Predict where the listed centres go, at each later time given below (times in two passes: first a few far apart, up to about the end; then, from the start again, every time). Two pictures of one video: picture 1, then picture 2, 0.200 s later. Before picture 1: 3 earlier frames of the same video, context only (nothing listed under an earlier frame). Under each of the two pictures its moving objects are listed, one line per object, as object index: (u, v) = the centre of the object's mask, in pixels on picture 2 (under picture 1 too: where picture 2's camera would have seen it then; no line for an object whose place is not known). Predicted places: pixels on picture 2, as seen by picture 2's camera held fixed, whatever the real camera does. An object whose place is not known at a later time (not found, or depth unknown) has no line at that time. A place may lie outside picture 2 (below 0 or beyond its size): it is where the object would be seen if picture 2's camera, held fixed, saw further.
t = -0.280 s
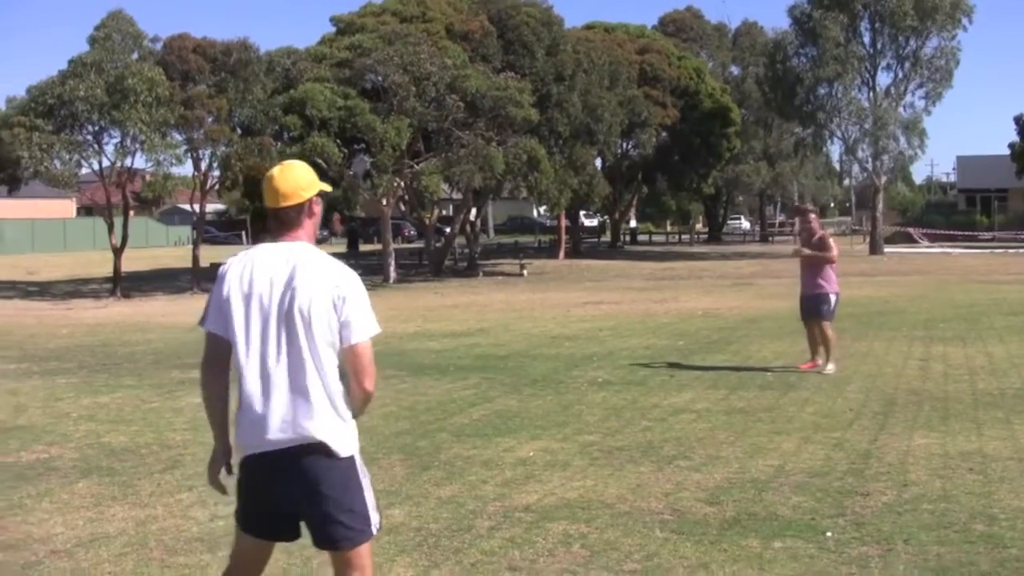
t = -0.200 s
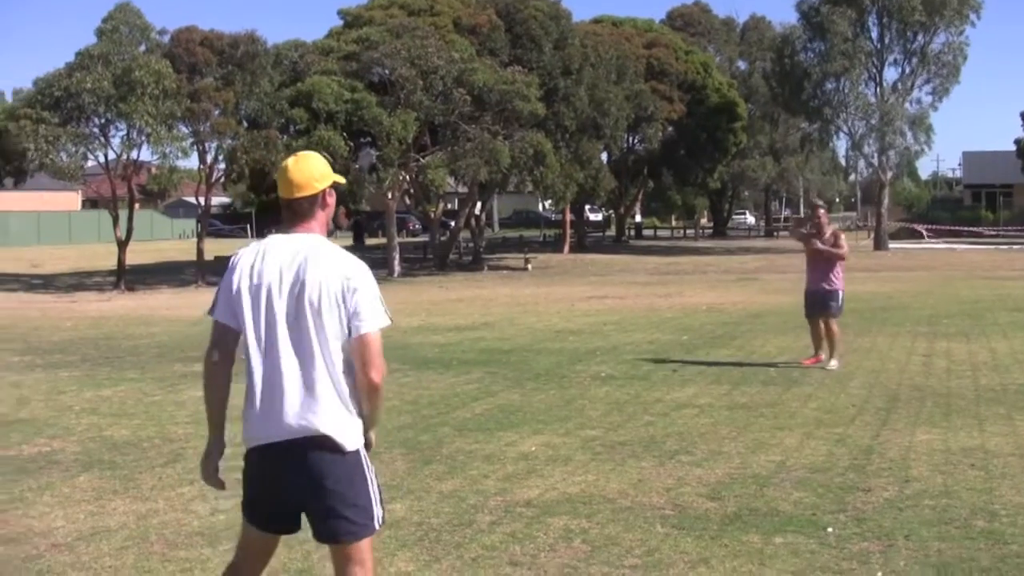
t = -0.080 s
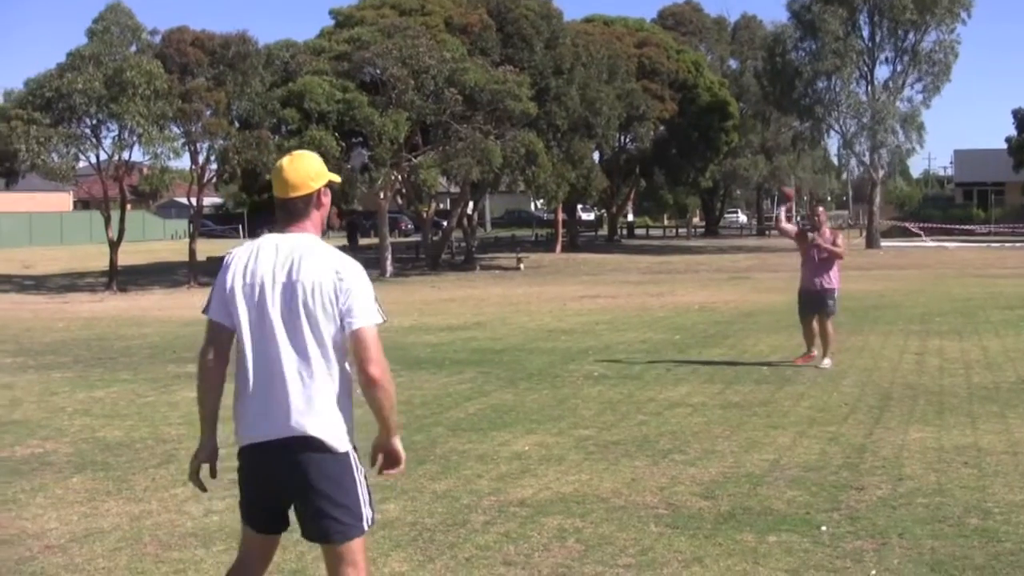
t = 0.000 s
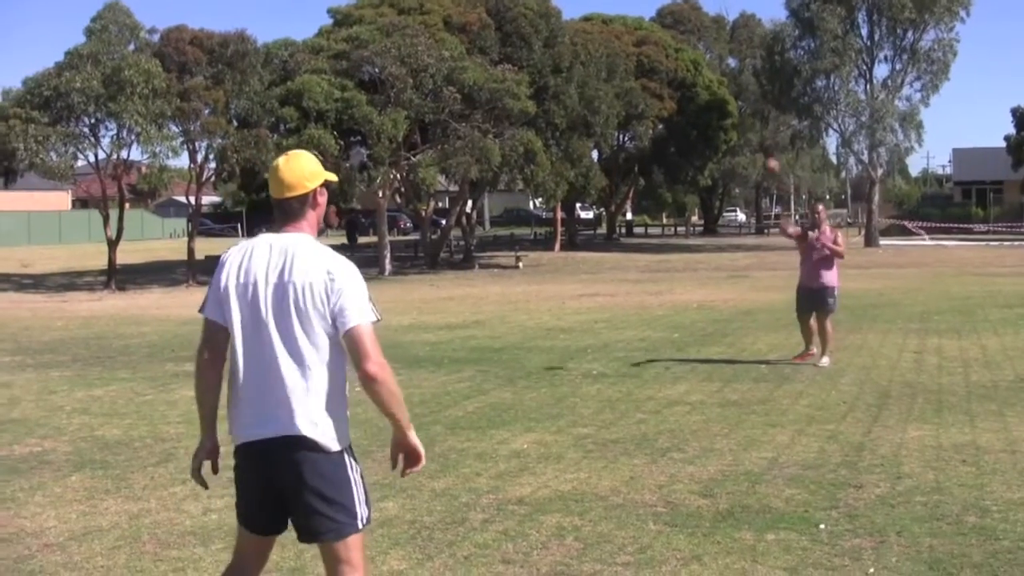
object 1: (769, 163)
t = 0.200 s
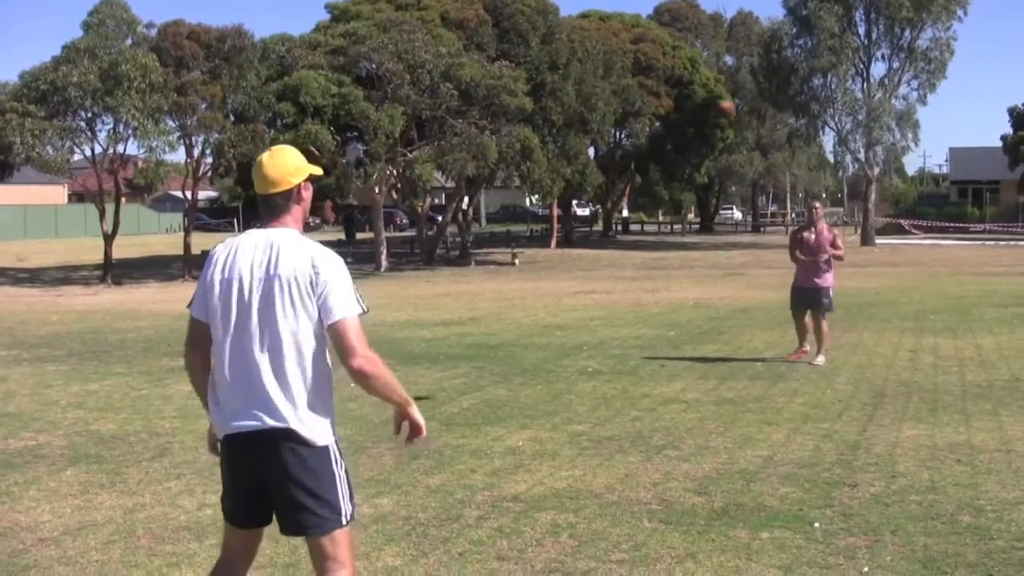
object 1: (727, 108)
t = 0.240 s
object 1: (715, 100)
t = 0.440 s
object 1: (640, 77)
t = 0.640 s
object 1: (485, 126)
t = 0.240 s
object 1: (715, 100)
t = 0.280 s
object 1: (703, 92)
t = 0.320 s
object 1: (689, 88)
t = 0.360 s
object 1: (674, 81)
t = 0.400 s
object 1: (658, 77)
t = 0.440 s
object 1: (640, 77)
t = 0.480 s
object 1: (615, 80)
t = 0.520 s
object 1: (589, 84)
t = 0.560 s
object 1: (562, 92)
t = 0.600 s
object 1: (529, 105)
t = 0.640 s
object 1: (485, 126)
